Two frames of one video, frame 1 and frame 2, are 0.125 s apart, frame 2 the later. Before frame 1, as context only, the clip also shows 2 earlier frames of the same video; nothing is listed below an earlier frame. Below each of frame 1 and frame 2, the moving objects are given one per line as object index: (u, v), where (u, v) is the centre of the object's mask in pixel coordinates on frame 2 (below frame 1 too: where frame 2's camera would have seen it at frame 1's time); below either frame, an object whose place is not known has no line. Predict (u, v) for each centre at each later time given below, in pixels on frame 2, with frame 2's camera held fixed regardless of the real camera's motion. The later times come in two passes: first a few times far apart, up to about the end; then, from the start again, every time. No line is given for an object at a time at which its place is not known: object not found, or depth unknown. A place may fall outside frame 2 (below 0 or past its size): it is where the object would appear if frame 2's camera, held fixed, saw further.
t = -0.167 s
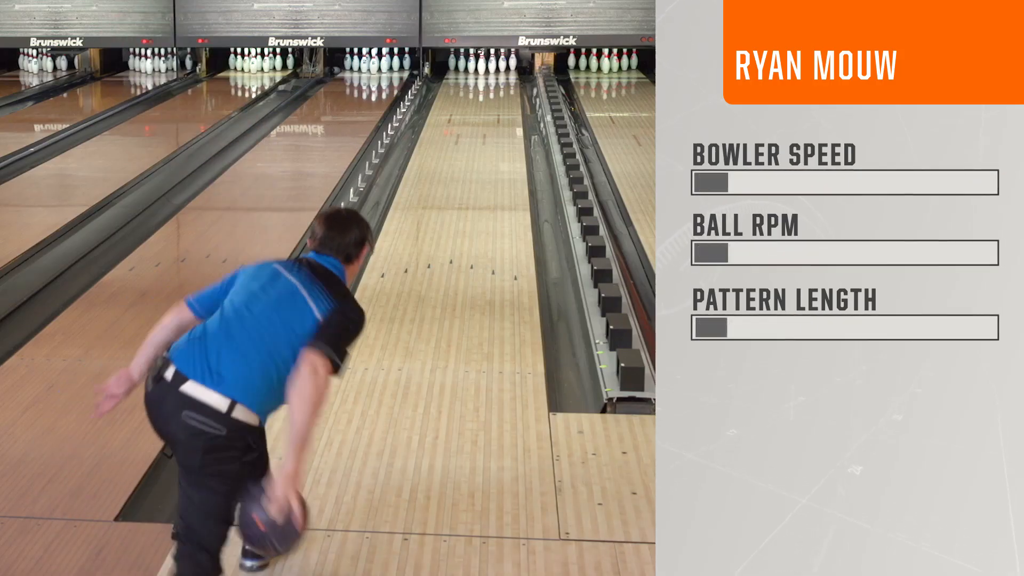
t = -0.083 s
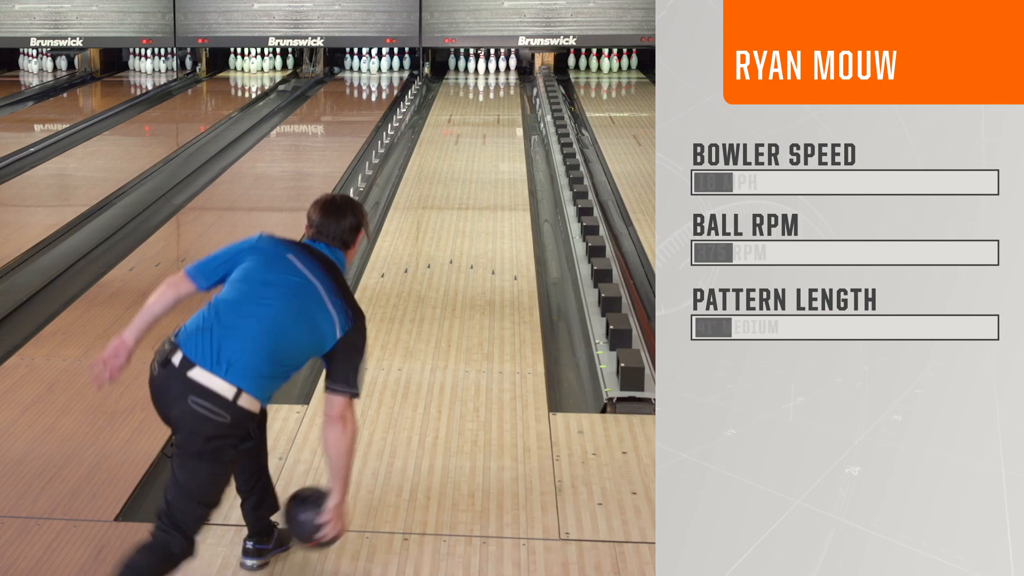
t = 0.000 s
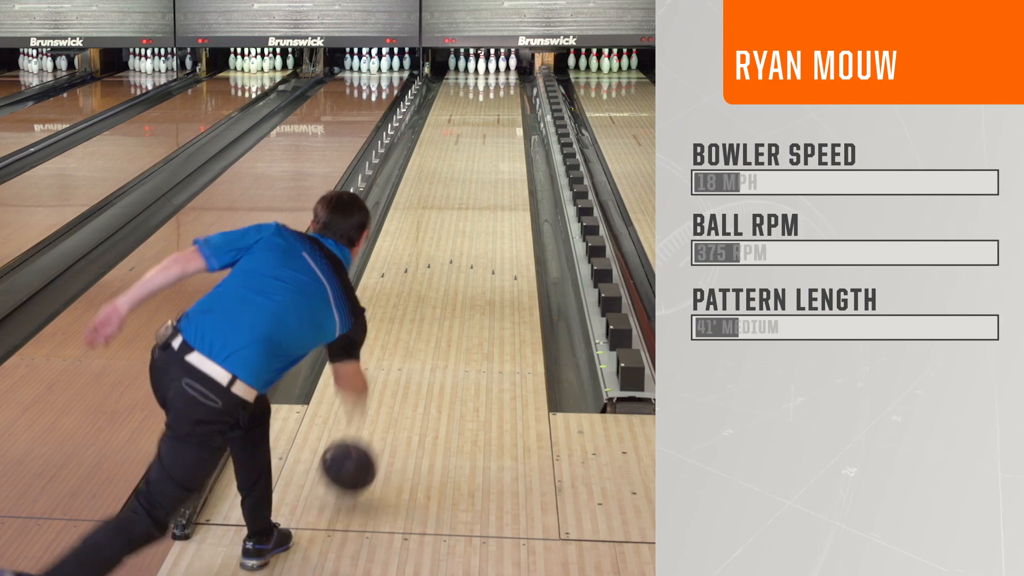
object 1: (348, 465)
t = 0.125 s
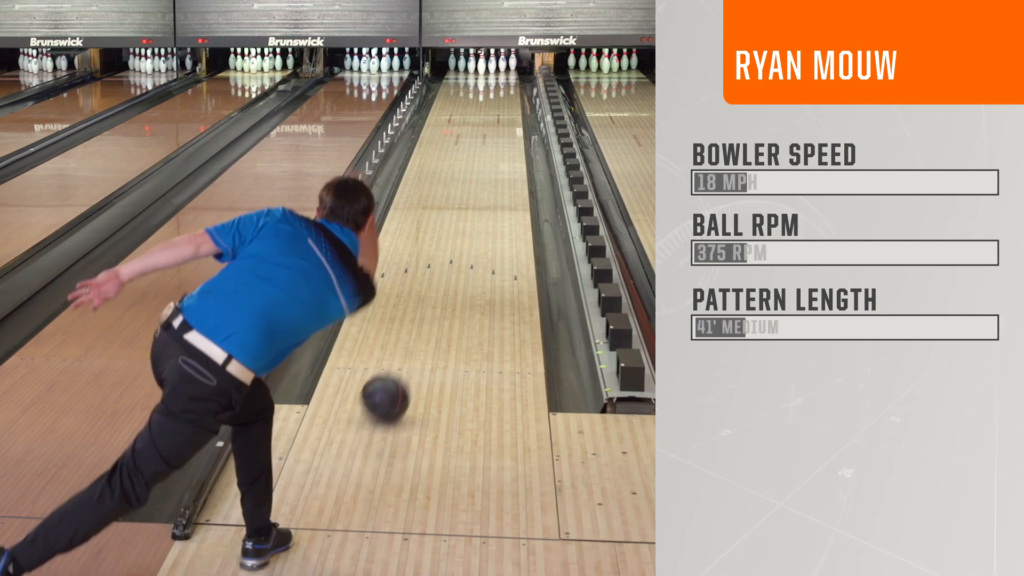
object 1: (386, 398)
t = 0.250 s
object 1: (413, 340)
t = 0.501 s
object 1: (450, 259)
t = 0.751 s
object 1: (474, 205)
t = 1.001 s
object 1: (491, 165)
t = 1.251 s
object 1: (502, 136)
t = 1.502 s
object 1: (509, 114)
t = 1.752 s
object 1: (510, 97)
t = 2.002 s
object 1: (505, 83)
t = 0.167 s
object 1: (395, 378)
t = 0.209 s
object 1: (404, 359)
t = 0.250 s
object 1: (413, 340)
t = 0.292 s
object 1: (420, 324)
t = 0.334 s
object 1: (427, 309)
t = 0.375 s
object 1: (434, 296)
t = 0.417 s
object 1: (440, 282)
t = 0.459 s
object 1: (445, 270)
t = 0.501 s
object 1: (450, 259)
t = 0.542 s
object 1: (455, 249)
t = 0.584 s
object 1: (459, 239)
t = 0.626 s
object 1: (464, 230)
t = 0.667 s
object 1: (467, 221)
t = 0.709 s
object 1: (471, 212)
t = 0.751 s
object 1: (474, 205)
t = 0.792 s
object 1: (478, 197)
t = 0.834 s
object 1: (481, 190)
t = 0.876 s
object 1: (483, 183)
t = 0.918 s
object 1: (486, 177)
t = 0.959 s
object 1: (489, 171)
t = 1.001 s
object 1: (491, 165)
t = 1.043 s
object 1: (493, 160)
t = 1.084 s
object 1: (495, 155)
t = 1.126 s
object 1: (497, 150)
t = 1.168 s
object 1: (499, 145)
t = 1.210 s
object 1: (501, 141)
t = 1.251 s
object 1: (502, 136)
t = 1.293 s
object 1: (504, 132)
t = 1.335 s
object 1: (505, 128)
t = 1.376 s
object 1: (506, 124)
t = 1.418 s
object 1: (507, 121)
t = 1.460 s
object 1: (508, 117)
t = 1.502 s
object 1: (509, 114)
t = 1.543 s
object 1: (509, 111)
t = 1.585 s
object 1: (510, 108)
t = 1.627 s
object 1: (510, 105)
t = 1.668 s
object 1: (510, 102)
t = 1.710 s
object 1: (510, 99)
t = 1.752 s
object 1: (510, 97)
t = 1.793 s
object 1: (509, 94)
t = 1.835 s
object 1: (508, 92)
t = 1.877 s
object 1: (508, 89)
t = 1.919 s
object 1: (507, 87)
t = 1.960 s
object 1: (506, 85)
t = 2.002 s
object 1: (505, 83)
